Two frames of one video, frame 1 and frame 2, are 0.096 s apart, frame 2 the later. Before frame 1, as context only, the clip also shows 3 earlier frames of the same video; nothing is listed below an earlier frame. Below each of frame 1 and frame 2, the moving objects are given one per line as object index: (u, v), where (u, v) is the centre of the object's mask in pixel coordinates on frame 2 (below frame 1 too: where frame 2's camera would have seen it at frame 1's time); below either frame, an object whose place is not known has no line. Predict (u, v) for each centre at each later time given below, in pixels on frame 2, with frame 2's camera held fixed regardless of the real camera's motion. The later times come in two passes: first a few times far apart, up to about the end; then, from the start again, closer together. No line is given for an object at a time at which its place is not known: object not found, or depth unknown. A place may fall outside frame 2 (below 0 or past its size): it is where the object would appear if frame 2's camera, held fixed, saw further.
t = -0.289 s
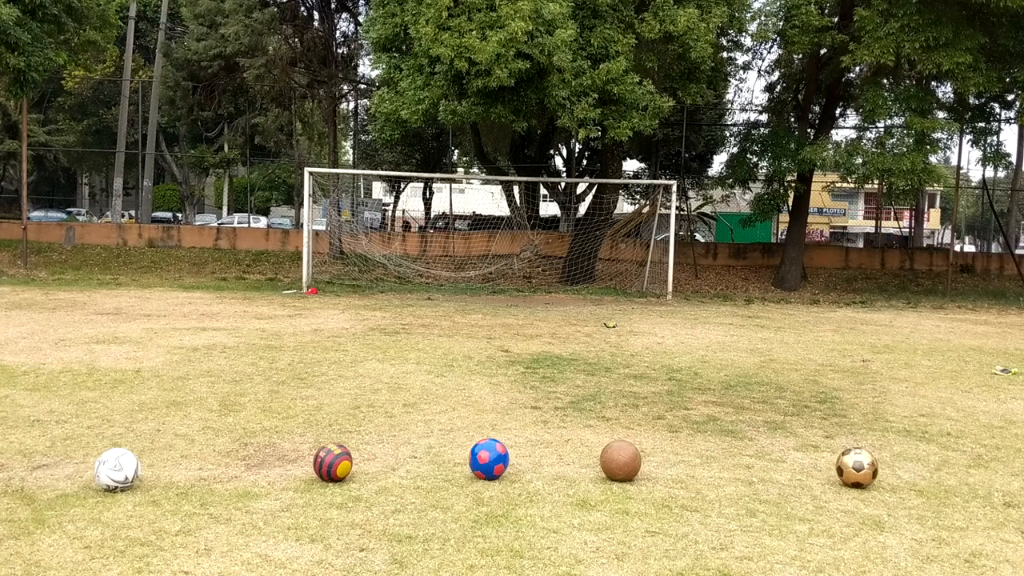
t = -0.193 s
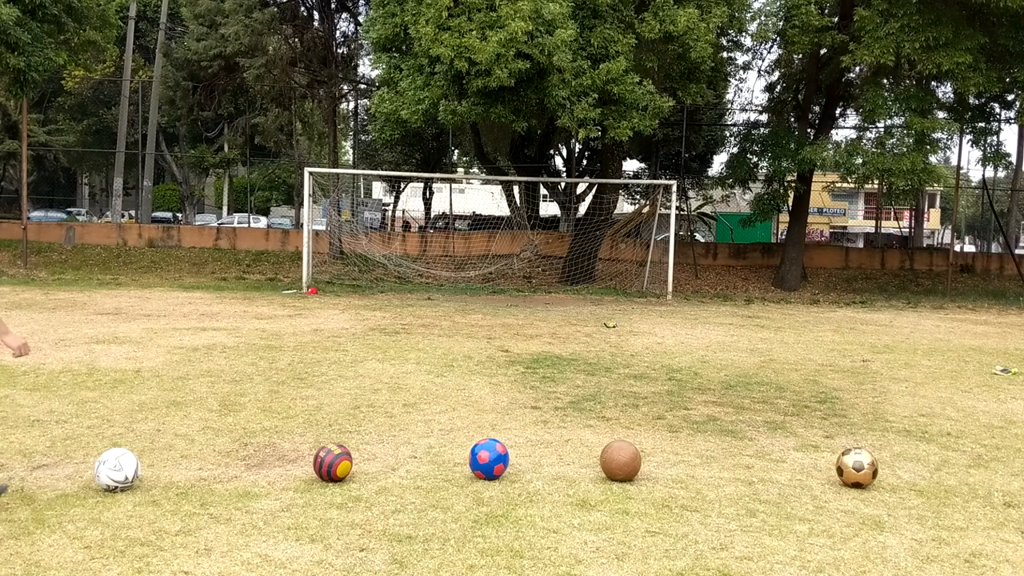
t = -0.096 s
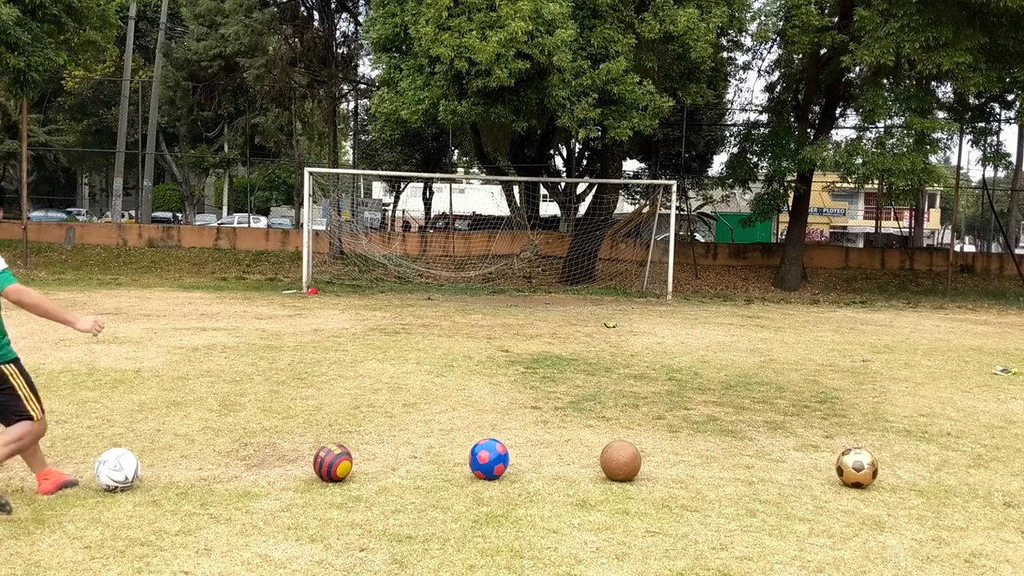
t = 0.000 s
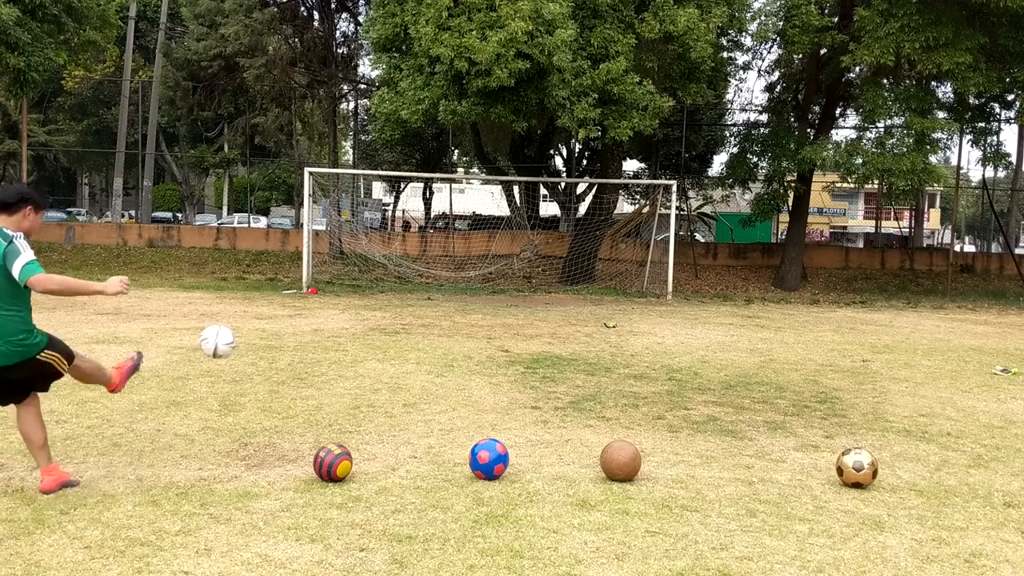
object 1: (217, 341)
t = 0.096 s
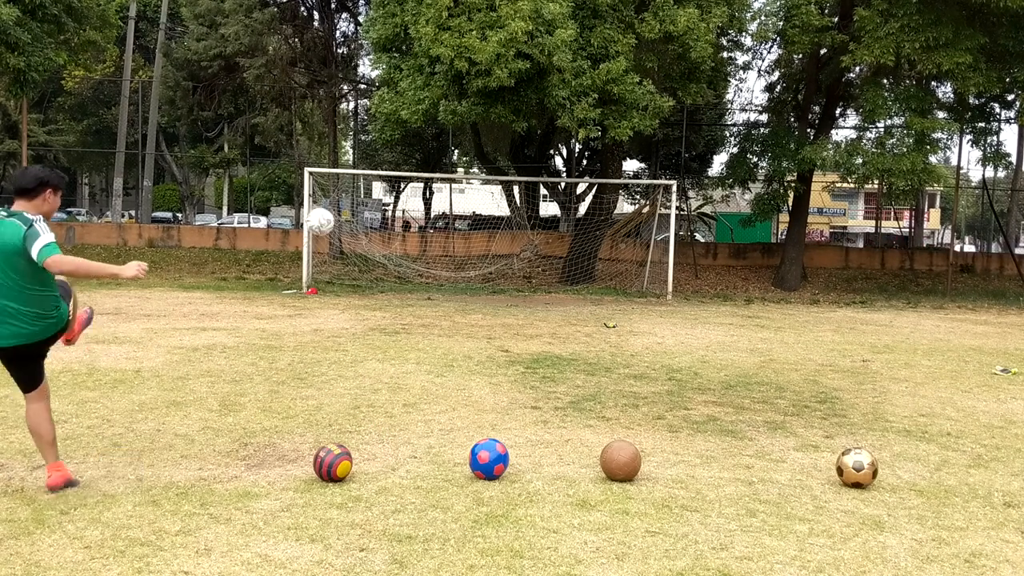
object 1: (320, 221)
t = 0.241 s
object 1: (402, 141)
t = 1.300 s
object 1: (486, 283)
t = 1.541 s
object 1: (483, 287)
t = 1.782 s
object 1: (479, 288)
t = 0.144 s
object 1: (354, 186)
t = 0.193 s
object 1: (381, 159)
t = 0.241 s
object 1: (402, 141)
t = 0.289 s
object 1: (420, 128)
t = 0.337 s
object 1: (435, 121)
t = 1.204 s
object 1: (486, 260)
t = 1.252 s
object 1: (485, 274)
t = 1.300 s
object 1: (486, 283)
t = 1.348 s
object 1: (485, 287)
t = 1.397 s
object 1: (485, 285)
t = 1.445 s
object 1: (484, 284)
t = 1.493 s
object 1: (483, 285)
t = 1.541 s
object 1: (483, 287)
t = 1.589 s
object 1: (482, 288)
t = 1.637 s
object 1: (482, 287)
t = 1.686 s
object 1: (481, 287)
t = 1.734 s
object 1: (480, 288)
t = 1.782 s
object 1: (479, 288)
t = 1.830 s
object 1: (479, 288)
